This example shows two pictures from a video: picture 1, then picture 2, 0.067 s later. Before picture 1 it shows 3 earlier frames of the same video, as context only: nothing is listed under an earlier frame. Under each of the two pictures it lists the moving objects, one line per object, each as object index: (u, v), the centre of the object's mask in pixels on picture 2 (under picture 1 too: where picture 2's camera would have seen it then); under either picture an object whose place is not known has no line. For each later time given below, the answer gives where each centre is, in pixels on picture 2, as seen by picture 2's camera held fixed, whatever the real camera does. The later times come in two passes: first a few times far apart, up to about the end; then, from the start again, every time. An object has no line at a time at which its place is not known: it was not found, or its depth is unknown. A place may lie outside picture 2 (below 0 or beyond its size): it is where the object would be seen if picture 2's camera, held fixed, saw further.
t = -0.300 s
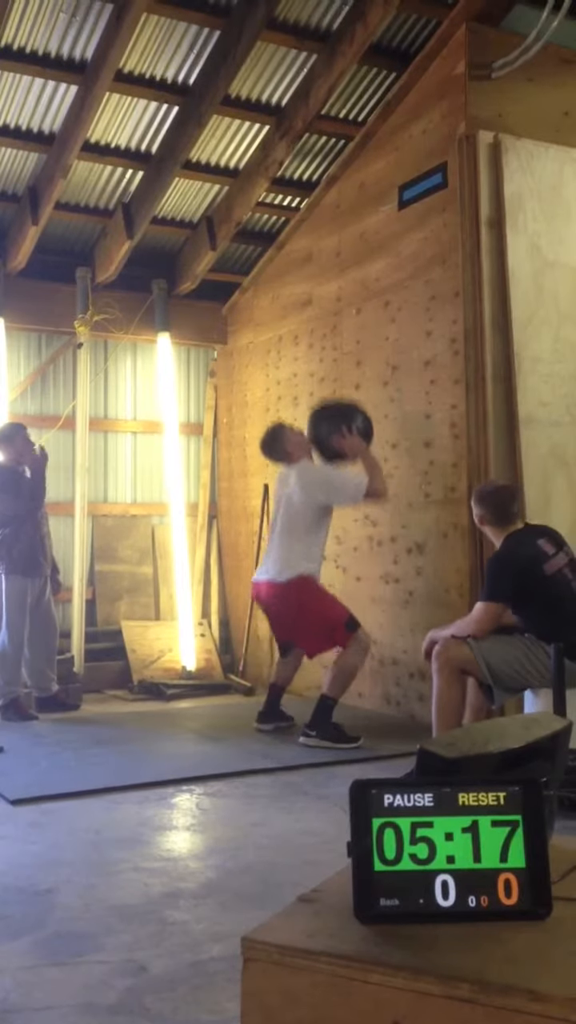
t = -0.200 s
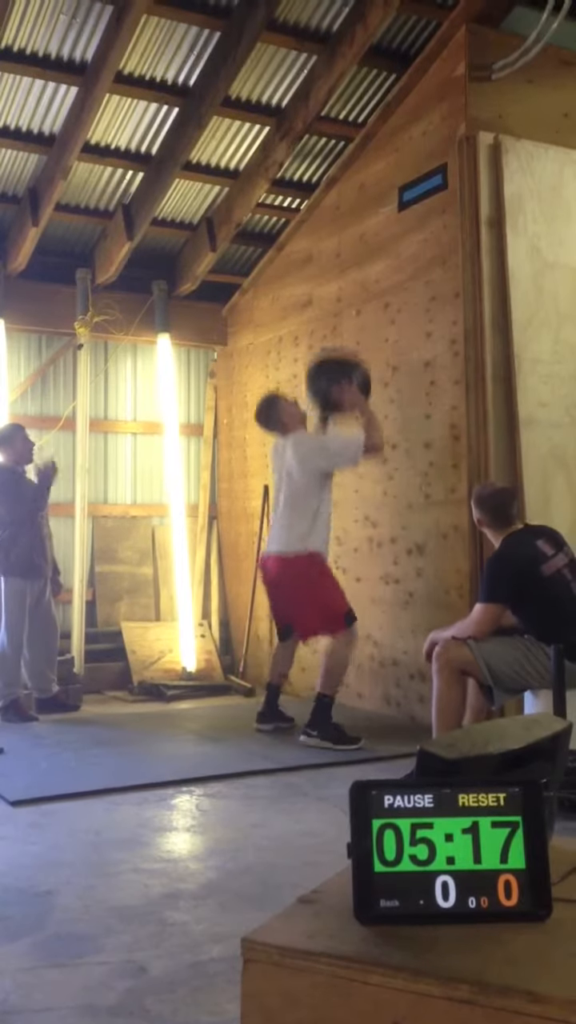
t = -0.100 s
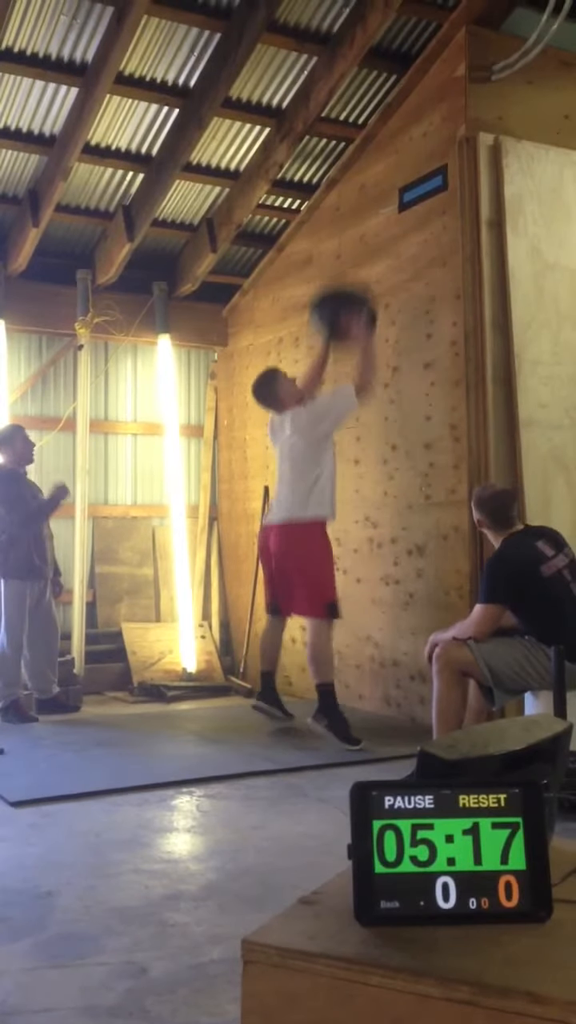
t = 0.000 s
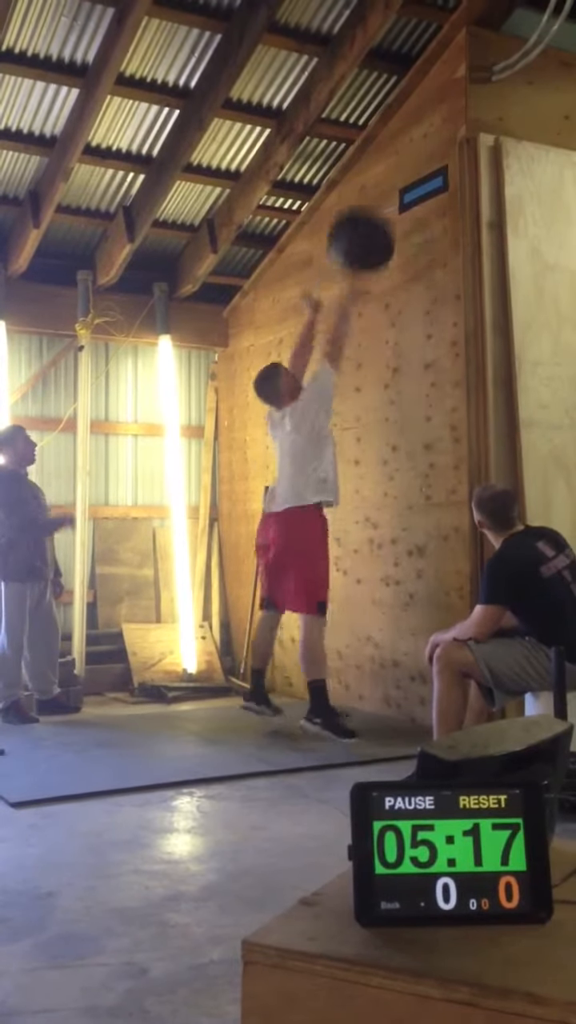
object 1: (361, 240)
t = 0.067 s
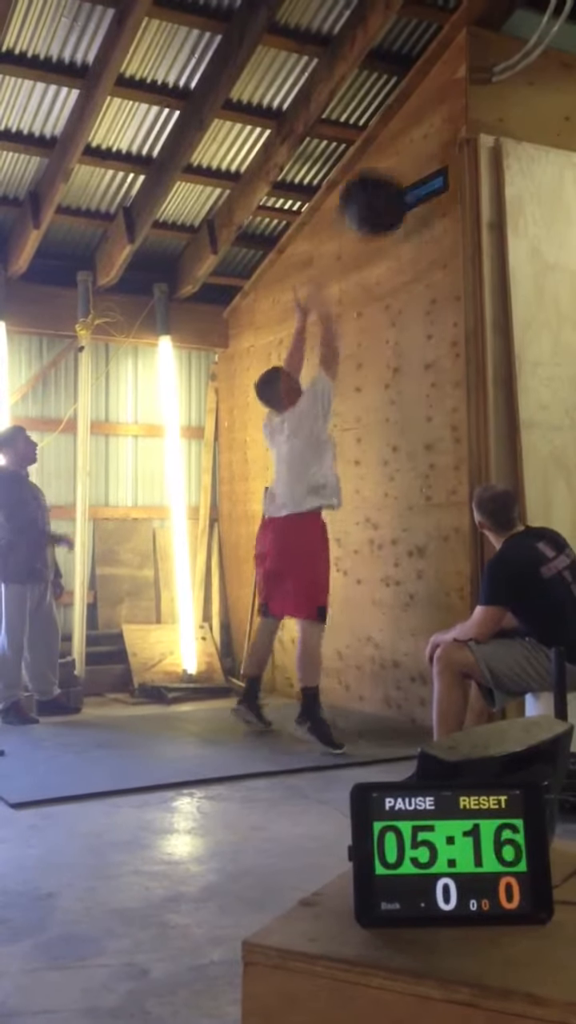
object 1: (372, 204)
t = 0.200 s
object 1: (400, 152)
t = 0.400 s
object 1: (373, 138)
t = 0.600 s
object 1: (344, 192)
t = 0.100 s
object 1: (379, 188)
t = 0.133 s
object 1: (384, 174)
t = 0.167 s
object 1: (395, 161)
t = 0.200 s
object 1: (400, 152)
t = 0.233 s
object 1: (400, 145)
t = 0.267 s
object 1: (396, 140)
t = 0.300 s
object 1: (387, 136)
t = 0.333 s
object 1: (384, 134)
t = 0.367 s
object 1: (378, 135)
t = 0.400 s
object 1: (373, 138)
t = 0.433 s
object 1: (368, 142)
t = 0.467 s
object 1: (363, 149)
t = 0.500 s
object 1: (358, 157)
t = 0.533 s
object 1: (353, 167)
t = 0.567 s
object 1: (348, 179)
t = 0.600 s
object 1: (344, 192)
